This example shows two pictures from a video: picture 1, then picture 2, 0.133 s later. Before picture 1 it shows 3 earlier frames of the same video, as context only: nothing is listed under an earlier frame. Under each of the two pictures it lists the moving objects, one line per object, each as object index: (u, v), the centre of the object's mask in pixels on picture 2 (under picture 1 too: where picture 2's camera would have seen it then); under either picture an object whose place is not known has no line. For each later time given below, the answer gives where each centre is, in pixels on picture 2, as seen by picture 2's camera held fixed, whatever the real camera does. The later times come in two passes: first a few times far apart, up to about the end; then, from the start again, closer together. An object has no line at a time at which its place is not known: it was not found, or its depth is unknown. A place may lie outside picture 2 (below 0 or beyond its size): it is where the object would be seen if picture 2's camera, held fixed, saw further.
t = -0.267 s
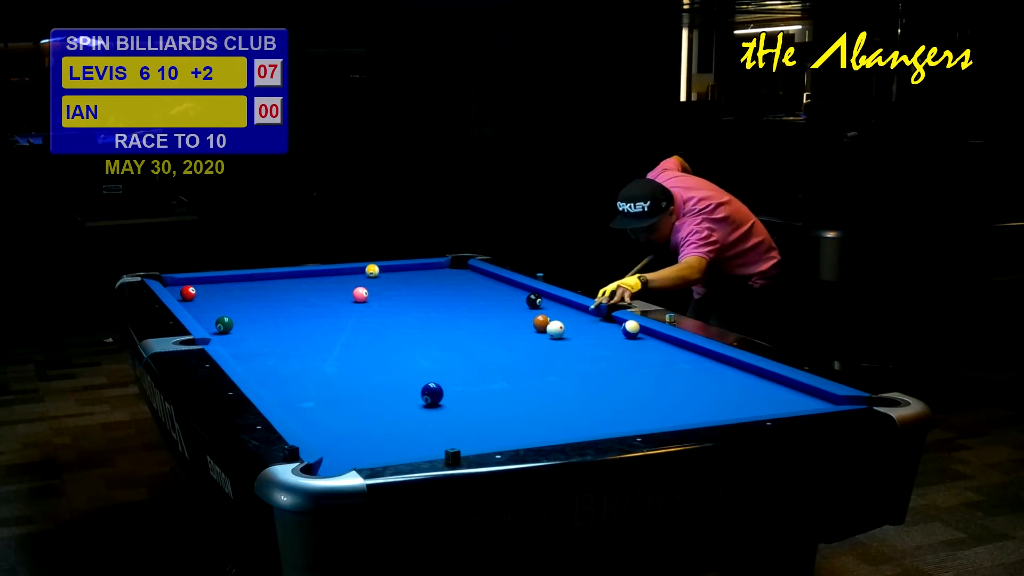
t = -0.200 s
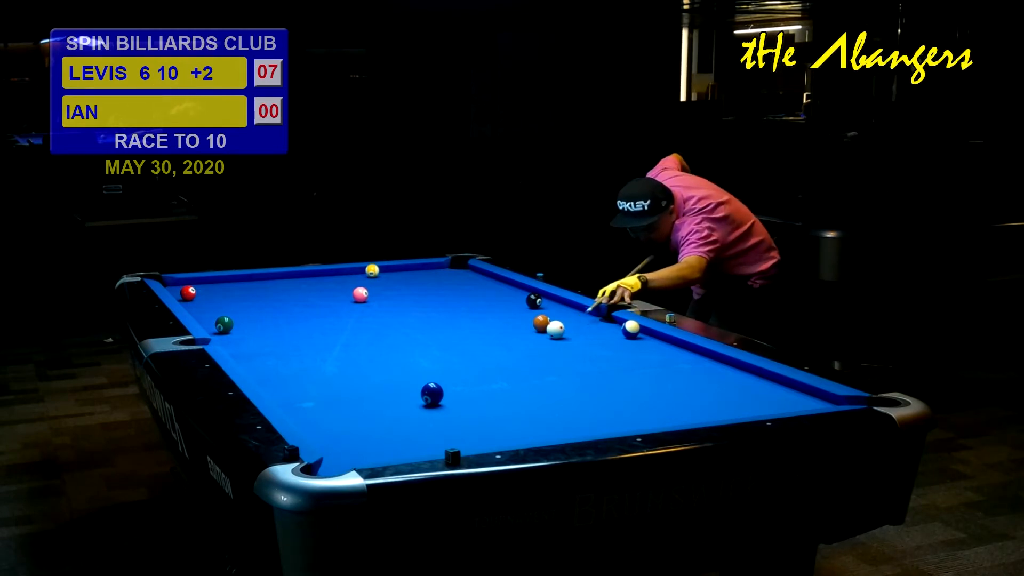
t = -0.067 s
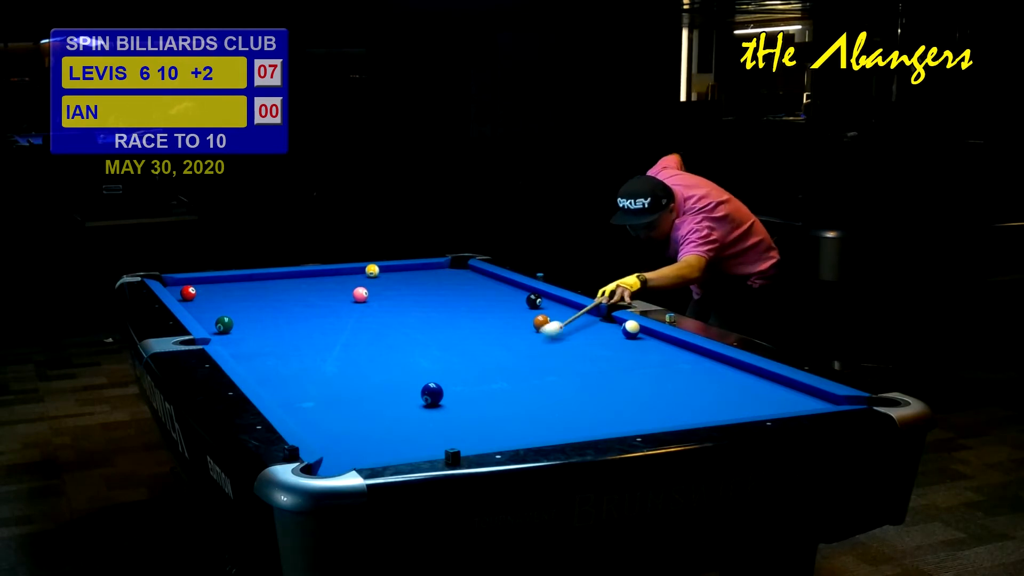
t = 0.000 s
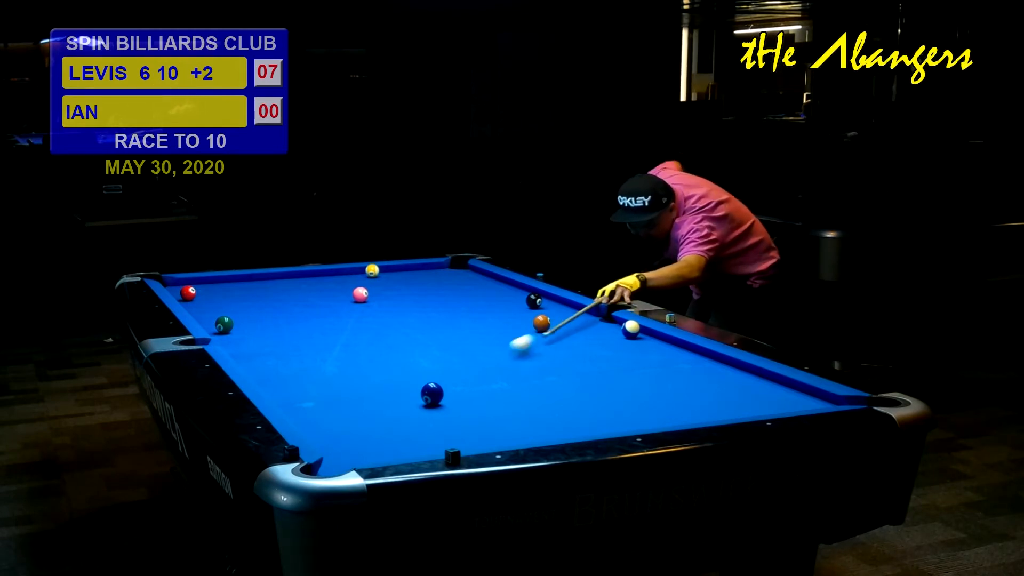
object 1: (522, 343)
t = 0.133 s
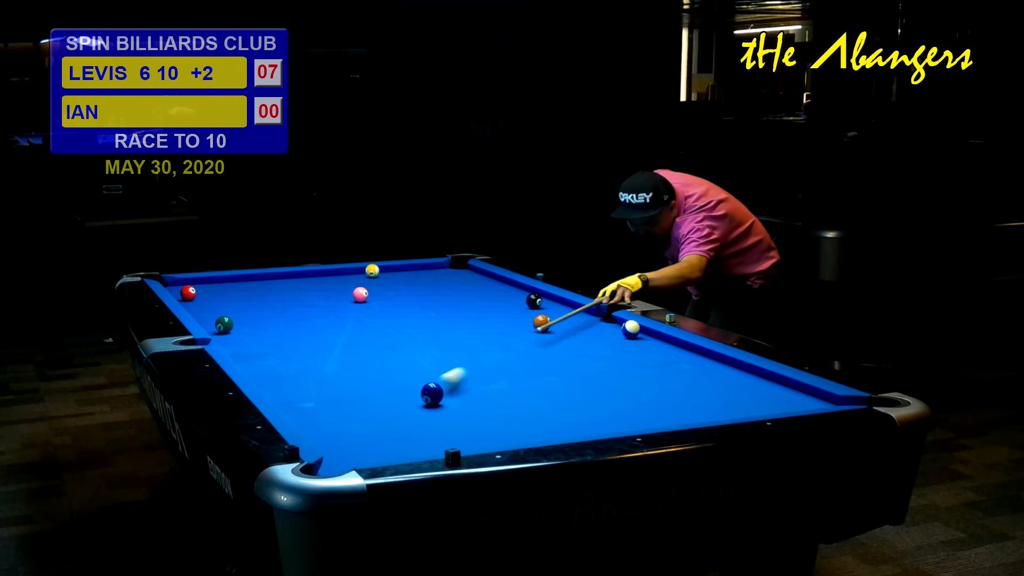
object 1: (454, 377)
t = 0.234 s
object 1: (423, 387)
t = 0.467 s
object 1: (382, 388)
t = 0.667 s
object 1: (348, 389)
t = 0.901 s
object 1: (310, 389)
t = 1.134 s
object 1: (274, 388)
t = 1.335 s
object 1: (280, 385)
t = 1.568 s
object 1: (294, 380)
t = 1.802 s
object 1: (307, 375)
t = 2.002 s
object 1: (317, 371)
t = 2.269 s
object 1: (329, 367)
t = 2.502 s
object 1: (338, 363)
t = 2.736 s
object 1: (346, 360)
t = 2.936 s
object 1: (353, 358)
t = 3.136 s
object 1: (358, 355)
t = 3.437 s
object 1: (366, 352)
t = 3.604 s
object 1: (370, 351)
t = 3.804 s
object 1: (374, 349)
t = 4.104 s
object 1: (379, 348)
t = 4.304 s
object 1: (381, 347)
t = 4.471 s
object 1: (383, 346)
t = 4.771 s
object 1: (384, 345)
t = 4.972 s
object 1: (384, 345)
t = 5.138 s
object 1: (383, 345)
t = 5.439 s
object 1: (382, 345)
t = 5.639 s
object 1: (381, 345)
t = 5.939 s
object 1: (381, 345)
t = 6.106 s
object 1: (381, 345)
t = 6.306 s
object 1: (381, 345)
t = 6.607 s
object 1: (381, 345)
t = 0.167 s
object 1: (439, 383)
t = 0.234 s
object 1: (423, 387)
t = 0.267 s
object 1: (418, 388)
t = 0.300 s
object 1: (412, 388)
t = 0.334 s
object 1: (406, 388)
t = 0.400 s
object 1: (394, 388)
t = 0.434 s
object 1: (388, 388)
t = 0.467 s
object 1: (382, 388)
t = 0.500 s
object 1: (377, 388)
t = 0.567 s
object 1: (365, 388)
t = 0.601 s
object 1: (360, 388)
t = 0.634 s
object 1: (354, 388)
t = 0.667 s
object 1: (348, 389)
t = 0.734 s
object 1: (337, 389)
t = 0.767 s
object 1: (332, 388)
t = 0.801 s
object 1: (326, 389)
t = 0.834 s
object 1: (321, 389)
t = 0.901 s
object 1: (310, 389)
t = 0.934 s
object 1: (305, 389)
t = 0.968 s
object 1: (299, 388)
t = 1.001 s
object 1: (294, 389)
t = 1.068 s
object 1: (284, 389)
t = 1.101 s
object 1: (278, 389)
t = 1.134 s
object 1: (274, 388)
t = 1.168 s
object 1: (271, 388)
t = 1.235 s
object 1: (274, 387)
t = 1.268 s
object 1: (276, 386)
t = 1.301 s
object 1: (278, 386)
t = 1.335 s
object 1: (280, 385)
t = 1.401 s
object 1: (284, 383)
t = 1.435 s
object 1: (287, 382)
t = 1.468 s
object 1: (289, 382)
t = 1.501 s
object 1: (291, 381)
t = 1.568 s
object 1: (294, 380)
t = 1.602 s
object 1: (296, 379)
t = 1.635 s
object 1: (298, 378)
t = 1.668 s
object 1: (300, 377)
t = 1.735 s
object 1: (304, 376)
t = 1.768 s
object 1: (305, 376)
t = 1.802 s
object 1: (307, 375)
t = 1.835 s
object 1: (309, 374)
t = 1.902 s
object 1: (312, 373)
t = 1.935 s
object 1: (314, 372)
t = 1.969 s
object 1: (315, 372)
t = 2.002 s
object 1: (317, 371)
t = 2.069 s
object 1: (320, 370)
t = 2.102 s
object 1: (322, 369)
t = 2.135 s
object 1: (323, 369)
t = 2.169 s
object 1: (325, 368)
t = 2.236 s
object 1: (328, 367)
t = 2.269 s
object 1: (329, 367)
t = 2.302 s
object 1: (330, 366)
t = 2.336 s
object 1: (332, 365)
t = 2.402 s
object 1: (334, 364)
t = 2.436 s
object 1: (336, 364)
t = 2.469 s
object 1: (337, 363)
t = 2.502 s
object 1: (338, 363)
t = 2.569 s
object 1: (340, 362)
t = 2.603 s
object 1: (342, 362)
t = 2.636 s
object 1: (343, 361)
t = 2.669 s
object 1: (344, 361)
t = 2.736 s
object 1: (346, 360)
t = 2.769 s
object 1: (347, 359)
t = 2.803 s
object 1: (348, 359)
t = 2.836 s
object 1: (349, 359)
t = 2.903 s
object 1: (351, 358)
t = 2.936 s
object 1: (353, 358)
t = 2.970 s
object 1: (353, 357)
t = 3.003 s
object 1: (355, 357)
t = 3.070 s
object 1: (356, 356)
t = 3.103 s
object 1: (357, 355)
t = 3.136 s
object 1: (358, 355)
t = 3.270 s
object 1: (362, 354)
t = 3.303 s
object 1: (363, 354)
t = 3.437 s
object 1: (366, 352)
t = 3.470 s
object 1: (367, 352)
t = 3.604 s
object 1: (370, 351)
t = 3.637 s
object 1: (371, 351)
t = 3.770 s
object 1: (373, 350)
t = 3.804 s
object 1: (374, 349)
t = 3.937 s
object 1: (376, 349)
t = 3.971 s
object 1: (377, 348)
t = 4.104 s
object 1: (379, 348)
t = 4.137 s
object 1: (379, 348)
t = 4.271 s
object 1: (381, 347)
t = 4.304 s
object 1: (381, 347)
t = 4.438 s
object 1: (382, 346)
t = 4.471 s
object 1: (383, 346)
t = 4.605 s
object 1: (384, 345)
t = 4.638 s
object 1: (384, 345)
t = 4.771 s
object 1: (384, 345)
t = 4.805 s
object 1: (384, 345)
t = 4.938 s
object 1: (384, 345)
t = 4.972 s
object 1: (384, 345)
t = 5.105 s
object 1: (383, 345)
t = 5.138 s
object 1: (383, 345)
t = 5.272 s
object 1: (382, 345)
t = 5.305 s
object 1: (382, 345)
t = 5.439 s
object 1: (382, 345)
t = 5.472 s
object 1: (382, 345)
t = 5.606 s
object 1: (381, 345)
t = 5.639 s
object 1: (381, 345)
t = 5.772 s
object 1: (381, 345)
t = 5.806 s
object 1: (381, 345)
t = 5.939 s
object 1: (381, 345)
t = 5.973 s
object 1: (381, 345)
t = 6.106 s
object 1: (381, 345)
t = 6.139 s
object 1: (381, 345)
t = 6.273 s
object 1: (381, 345)
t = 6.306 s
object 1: (381, 345)
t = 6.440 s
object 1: (381, 345)
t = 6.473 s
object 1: (381, 345)
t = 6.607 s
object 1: (381, 345)
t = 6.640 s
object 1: (381, 345)
